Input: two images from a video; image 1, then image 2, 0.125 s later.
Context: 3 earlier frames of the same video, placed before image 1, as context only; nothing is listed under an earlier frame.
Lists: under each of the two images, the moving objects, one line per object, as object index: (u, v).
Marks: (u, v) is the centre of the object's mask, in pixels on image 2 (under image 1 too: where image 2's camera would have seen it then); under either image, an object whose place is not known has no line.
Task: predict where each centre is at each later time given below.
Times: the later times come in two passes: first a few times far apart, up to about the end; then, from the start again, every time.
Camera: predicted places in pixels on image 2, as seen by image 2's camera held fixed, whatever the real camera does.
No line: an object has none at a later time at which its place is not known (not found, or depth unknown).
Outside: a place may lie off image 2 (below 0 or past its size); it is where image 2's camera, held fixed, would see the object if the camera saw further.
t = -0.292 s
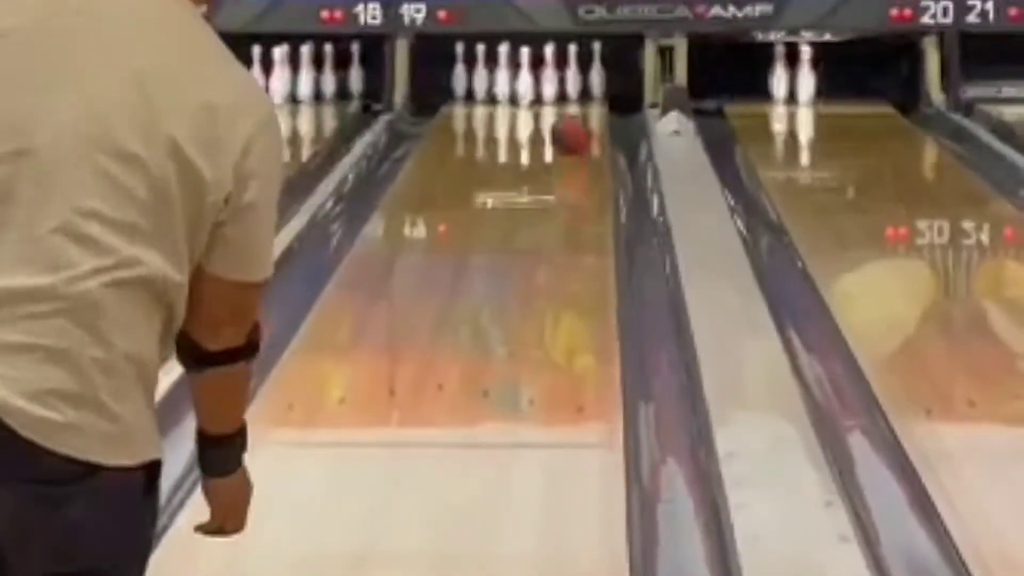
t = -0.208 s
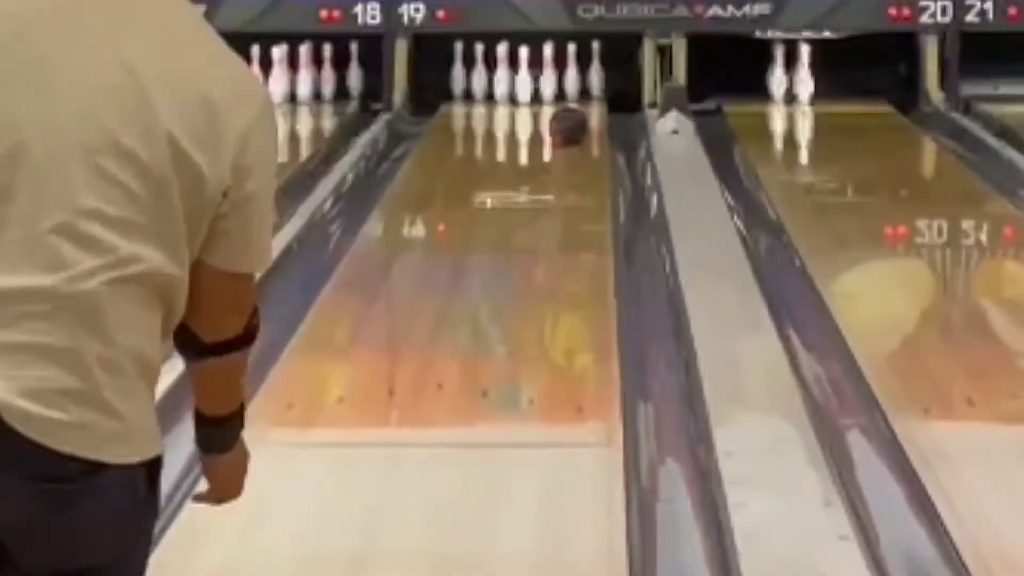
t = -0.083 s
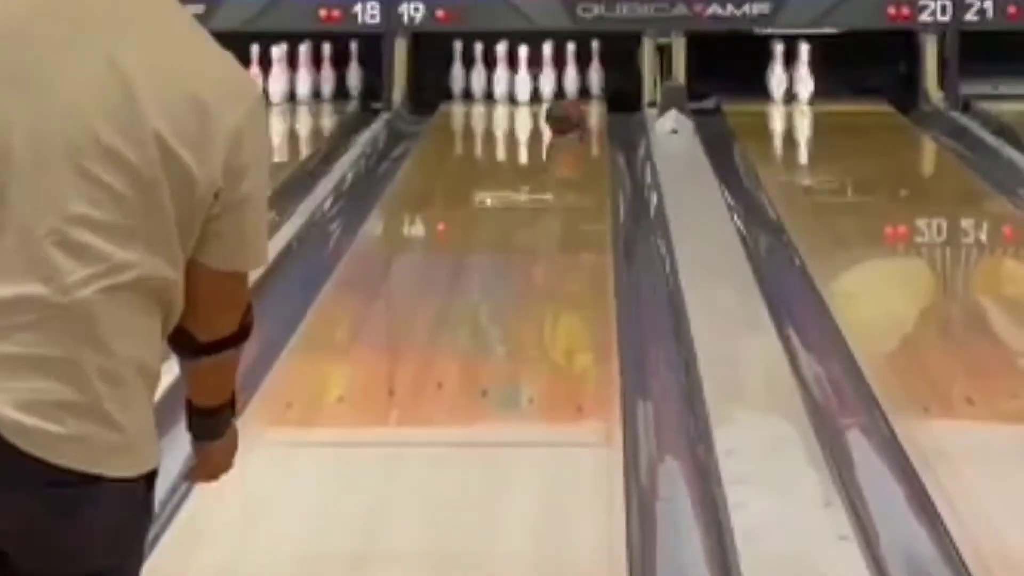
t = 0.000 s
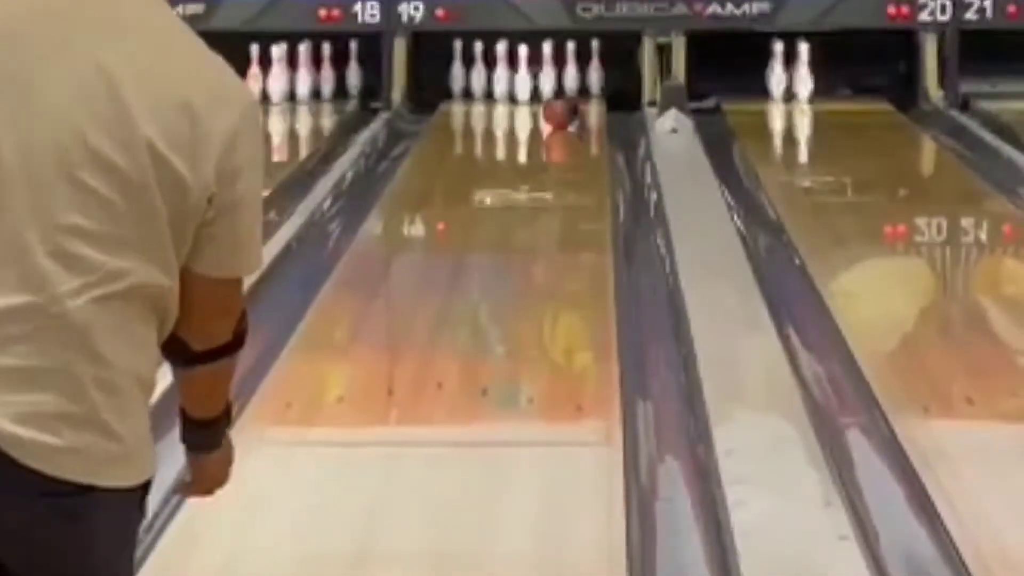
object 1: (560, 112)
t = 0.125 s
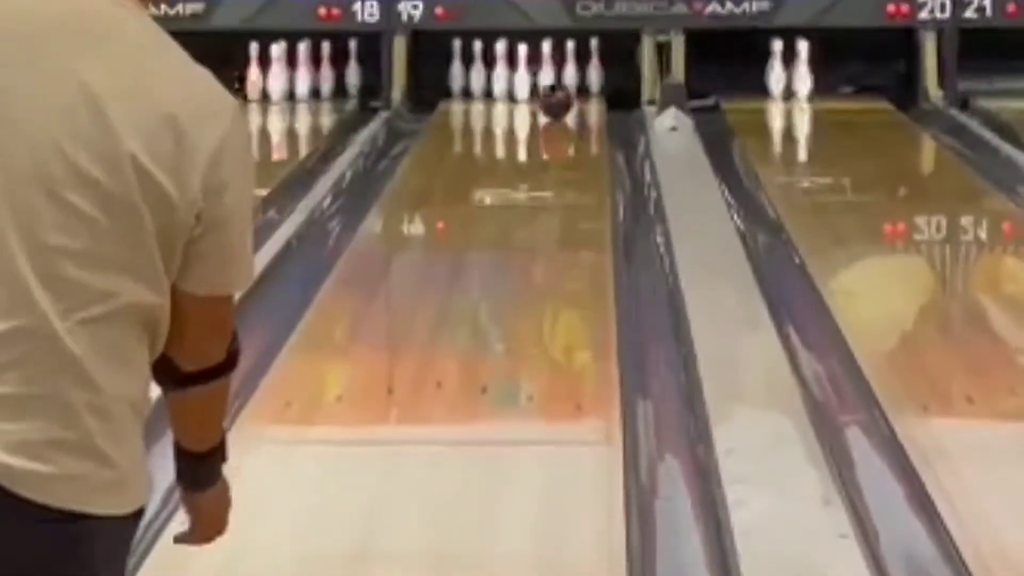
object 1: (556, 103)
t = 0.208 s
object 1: (552, 98)
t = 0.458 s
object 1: (541, 84)
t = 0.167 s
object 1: (553, 101)
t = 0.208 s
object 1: (552, 98)
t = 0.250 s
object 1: (548, 94)
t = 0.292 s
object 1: (547, 92)
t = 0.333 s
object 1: (545, 89)
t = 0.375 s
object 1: (544, 87)
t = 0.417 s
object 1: (537, 86)
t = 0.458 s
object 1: (541, 84)
